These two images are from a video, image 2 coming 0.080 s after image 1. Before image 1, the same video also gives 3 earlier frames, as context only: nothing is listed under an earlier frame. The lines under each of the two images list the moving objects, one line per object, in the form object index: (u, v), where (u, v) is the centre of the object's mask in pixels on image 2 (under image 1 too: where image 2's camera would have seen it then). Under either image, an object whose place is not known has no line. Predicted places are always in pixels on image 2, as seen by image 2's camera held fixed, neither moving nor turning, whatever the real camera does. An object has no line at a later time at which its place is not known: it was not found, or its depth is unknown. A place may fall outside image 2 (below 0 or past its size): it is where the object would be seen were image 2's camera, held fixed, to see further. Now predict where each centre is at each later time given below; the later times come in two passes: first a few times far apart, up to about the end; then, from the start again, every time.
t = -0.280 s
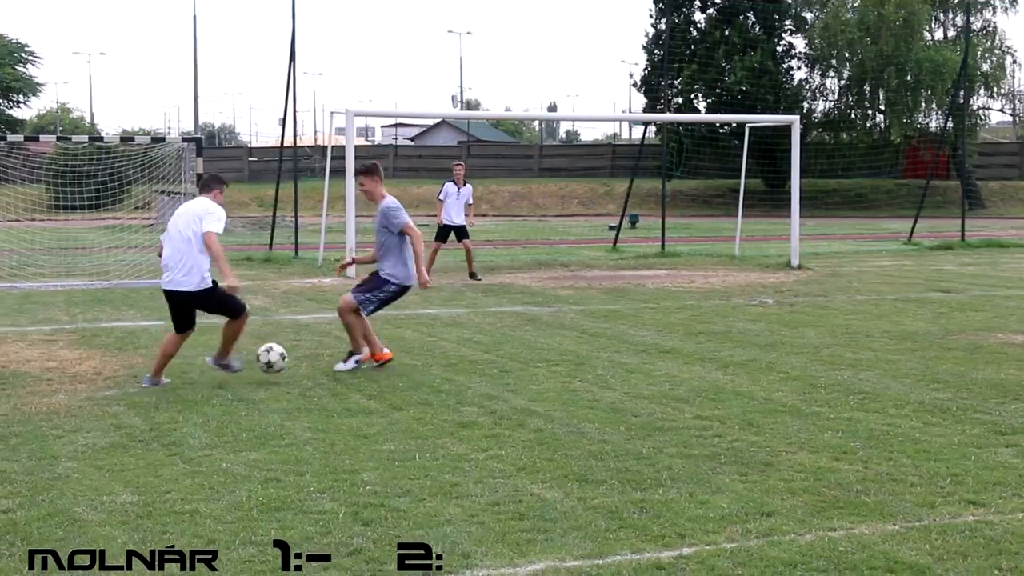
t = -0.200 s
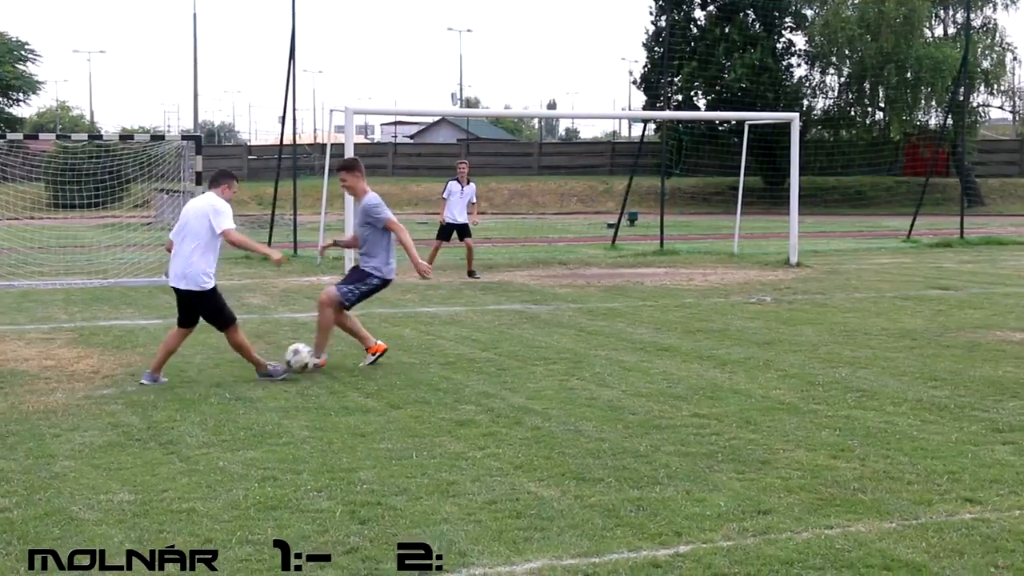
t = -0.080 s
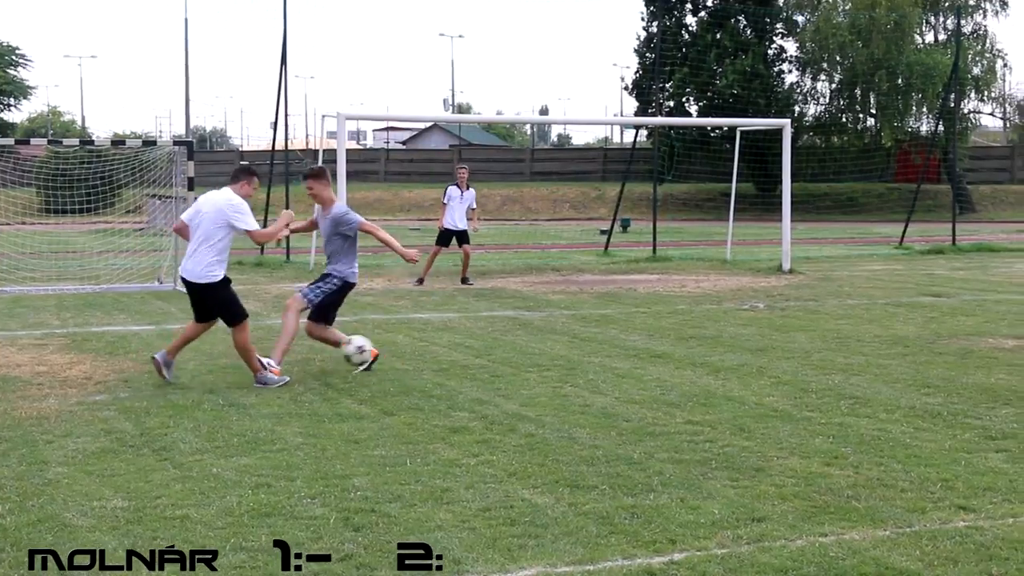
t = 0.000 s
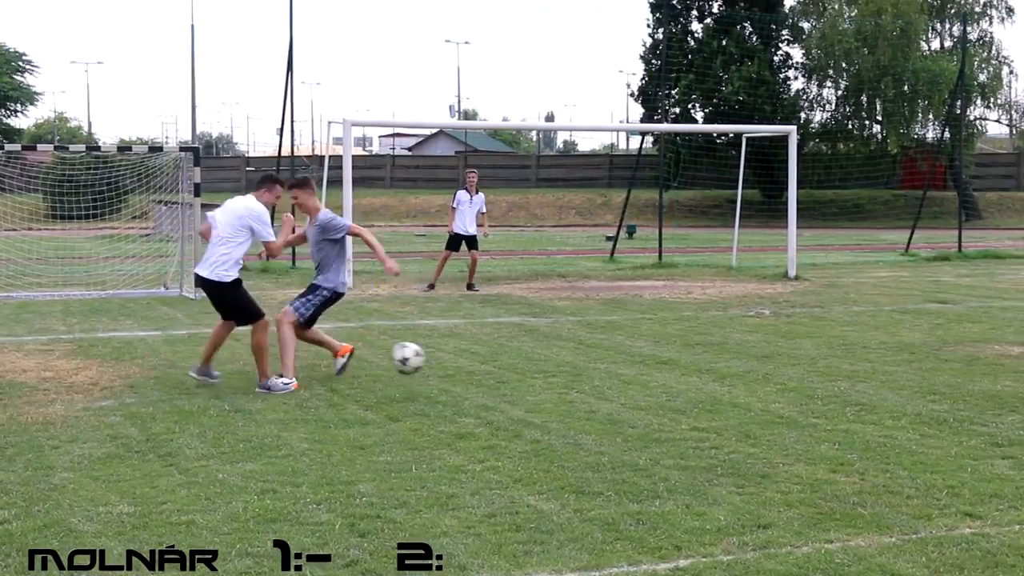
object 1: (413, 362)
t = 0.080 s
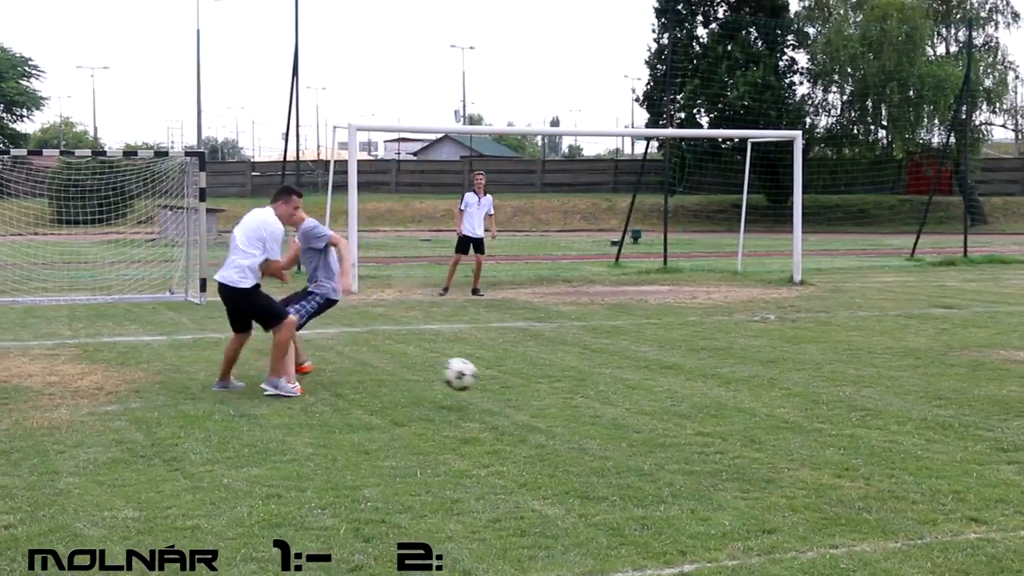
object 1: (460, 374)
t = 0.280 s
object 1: (554, 388)
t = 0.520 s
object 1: (634, 402)
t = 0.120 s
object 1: (484, 383)
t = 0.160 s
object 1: (509, 396)
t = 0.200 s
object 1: (527, 398)
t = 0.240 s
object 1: (540, 392)
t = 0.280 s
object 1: (554, 388)
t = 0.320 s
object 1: (567, 388)
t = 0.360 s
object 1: (580, 390)
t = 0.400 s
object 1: (594, 394)
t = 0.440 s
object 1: (607, 400)
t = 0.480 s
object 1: (620, 404)
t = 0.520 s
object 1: (634, 402)
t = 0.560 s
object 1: (648, 401)
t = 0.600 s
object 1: (662, 403)
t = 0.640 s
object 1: (676, 406)
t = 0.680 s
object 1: (689, 407)
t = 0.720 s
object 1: (701, 405)
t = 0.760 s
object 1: (714, 407)
